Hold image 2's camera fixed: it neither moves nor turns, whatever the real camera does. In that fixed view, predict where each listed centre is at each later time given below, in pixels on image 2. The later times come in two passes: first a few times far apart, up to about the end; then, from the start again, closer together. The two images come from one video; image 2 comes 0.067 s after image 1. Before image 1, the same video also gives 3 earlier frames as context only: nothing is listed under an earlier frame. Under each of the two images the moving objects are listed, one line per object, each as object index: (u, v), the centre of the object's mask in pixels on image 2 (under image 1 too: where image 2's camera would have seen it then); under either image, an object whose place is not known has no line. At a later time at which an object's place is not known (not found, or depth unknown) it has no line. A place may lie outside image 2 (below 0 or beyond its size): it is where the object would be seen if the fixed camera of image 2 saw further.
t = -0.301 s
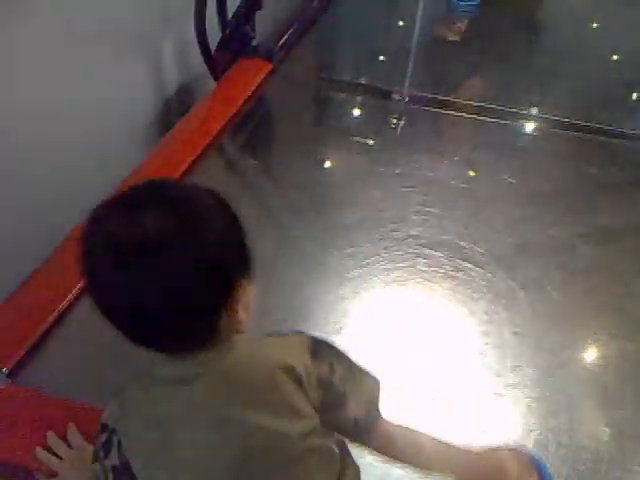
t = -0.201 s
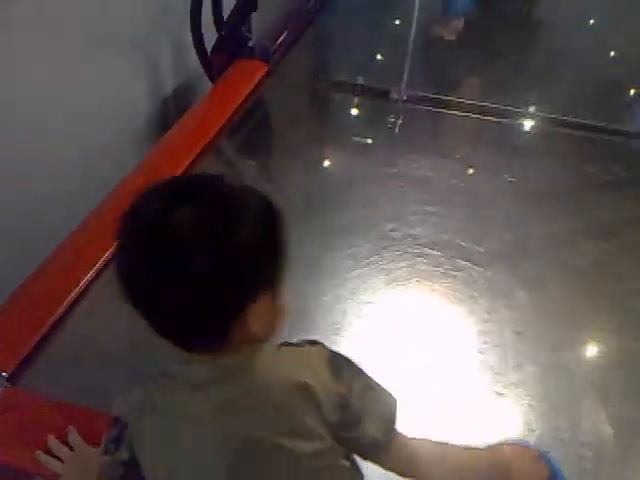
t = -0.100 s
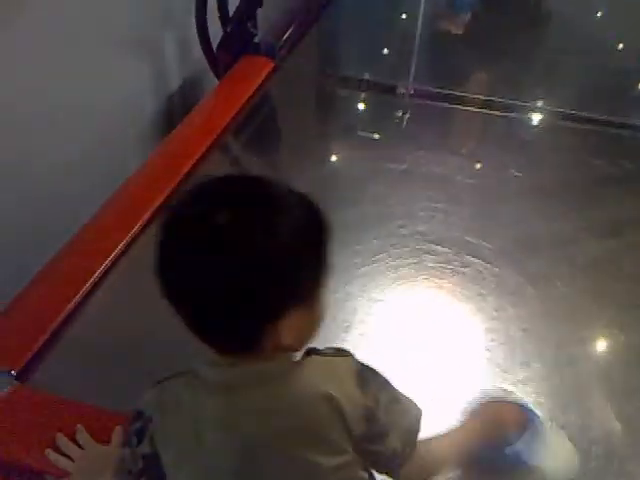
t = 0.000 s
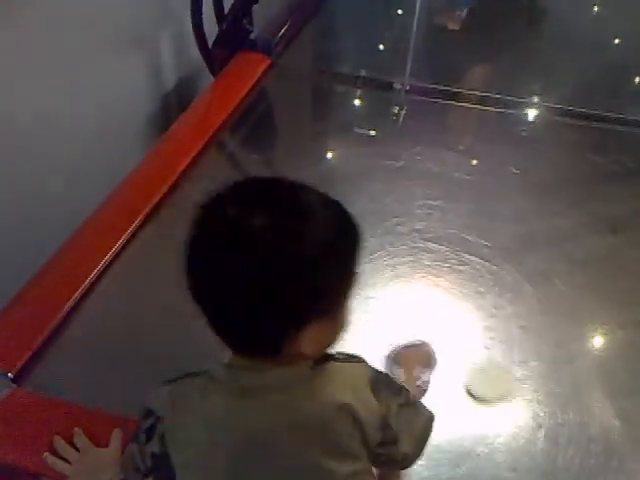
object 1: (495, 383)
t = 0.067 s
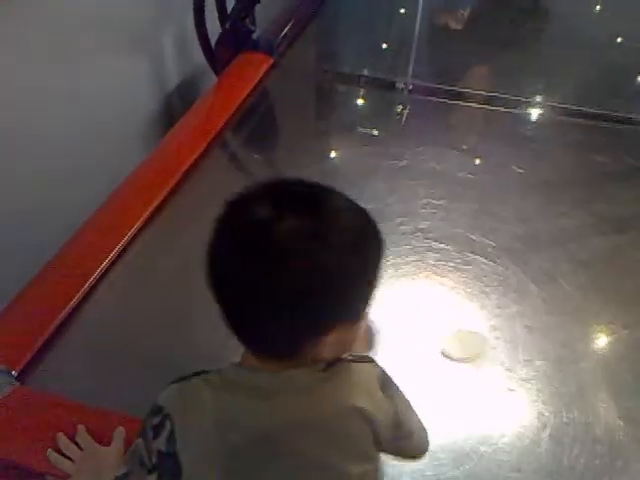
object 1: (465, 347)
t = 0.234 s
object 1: (411, 272)
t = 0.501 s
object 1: (319, 176)
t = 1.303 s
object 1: (371, 65)
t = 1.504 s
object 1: (418, 54)
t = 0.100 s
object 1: (449, 330)
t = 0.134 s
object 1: (434, 315)
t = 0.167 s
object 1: (418, 297)
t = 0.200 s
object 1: (411, 284)
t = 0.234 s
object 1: (411, 272)
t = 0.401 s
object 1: (354, 201)
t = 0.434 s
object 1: (341, 193)
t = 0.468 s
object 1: (329, 183)
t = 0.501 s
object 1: (319, 176)
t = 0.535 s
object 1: (311, 167)
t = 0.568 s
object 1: (303, 157)
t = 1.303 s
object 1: (371, 65)
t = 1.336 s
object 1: (379, 63)
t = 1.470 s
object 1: (411, 55)
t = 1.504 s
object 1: (418, 54)
